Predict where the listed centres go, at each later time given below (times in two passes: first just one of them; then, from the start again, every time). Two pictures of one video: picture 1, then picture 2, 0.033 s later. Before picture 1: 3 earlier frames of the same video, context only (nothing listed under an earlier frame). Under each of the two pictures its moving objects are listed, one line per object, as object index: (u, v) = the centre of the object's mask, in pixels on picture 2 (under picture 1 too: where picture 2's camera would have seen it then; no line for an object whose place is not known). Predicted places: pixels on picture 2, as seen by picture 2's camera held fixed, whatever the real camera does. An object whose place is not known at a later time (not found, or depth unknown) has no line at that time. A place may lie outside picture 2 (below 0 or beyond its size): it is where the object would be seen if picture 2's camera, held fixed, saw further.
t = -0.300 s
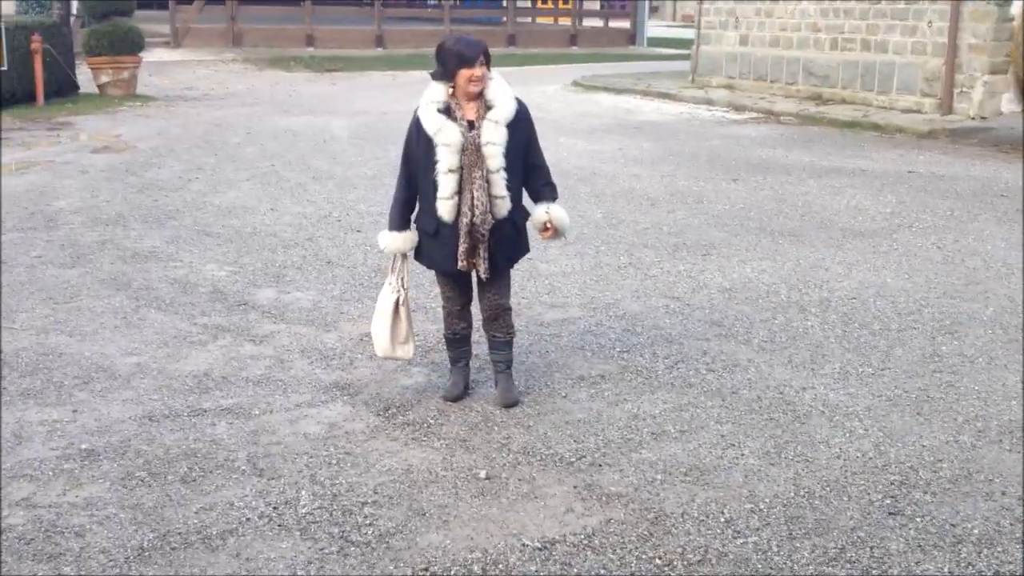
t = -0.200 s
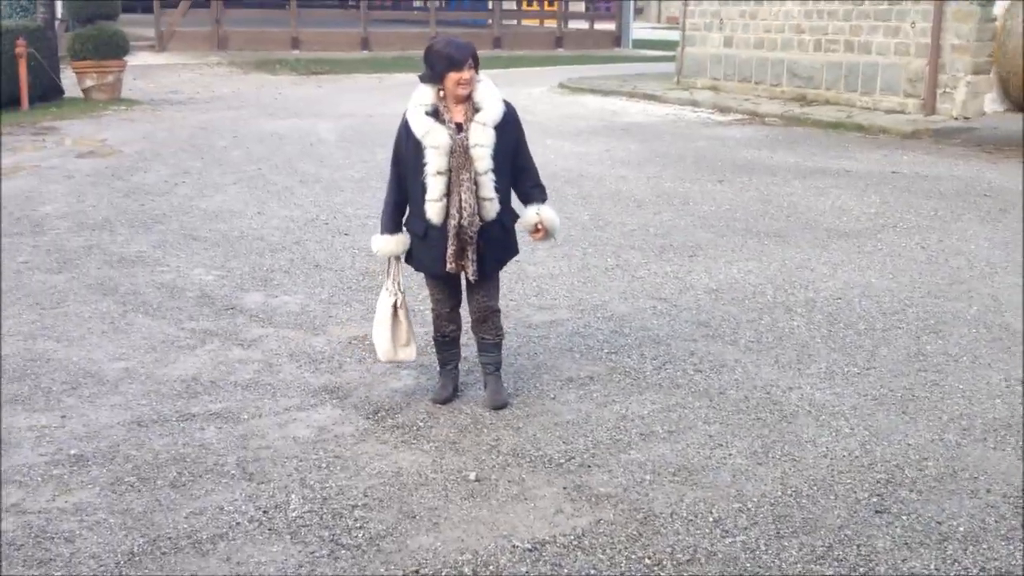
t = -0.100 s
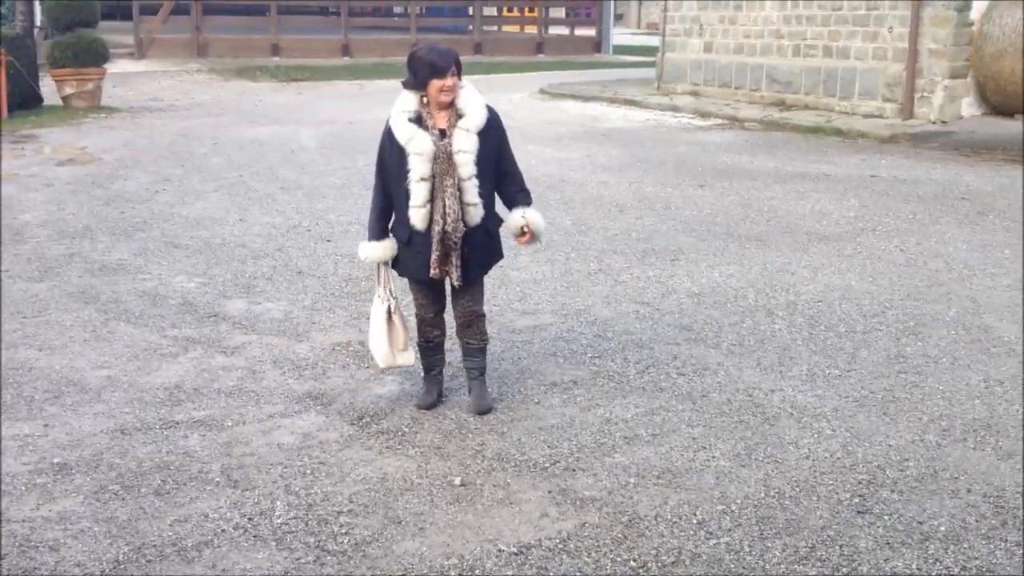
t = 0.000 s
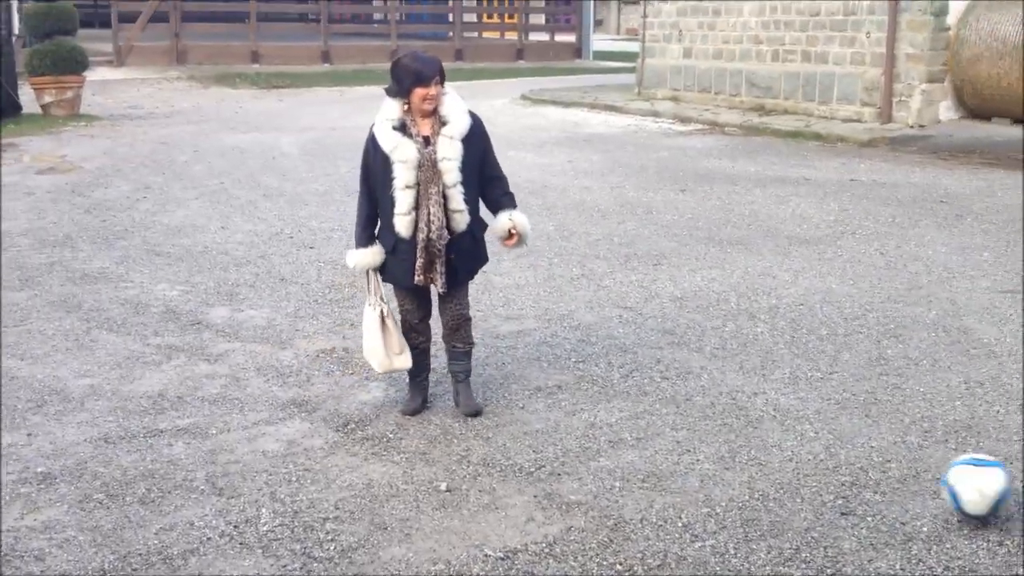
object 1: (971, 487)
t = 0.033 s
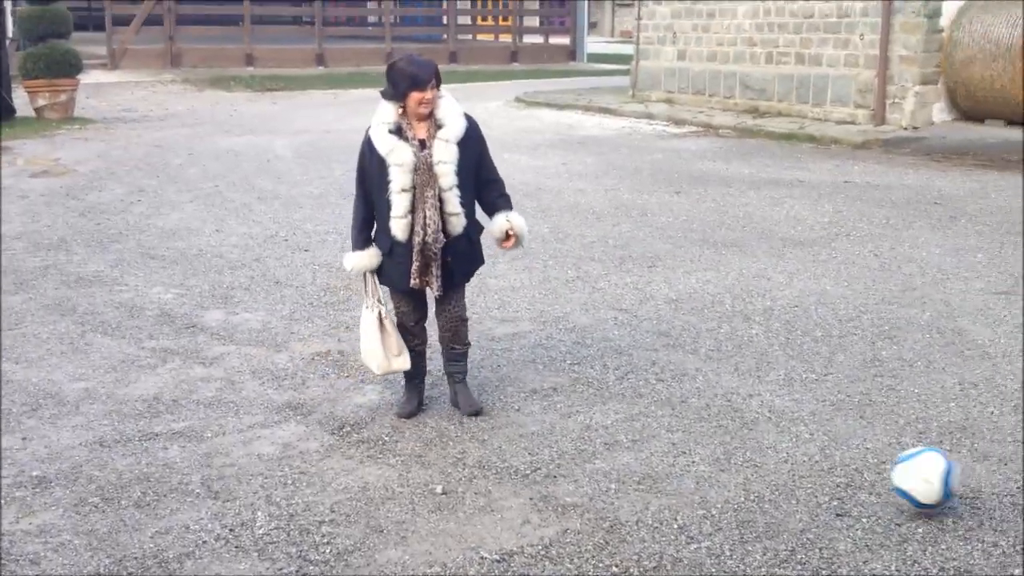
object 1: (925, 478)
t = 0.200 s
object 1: (737, 451)
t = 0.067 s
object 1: (880, 473)
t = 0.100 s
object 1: (837, 469)
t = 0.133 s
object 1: (802, 462)
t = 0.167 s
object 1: (769, 455)
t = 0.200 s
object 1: (737, 451)
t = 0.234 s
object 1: (707, 443)
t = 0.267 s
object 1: (680, 436)
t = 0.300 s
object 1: (654, 432)
